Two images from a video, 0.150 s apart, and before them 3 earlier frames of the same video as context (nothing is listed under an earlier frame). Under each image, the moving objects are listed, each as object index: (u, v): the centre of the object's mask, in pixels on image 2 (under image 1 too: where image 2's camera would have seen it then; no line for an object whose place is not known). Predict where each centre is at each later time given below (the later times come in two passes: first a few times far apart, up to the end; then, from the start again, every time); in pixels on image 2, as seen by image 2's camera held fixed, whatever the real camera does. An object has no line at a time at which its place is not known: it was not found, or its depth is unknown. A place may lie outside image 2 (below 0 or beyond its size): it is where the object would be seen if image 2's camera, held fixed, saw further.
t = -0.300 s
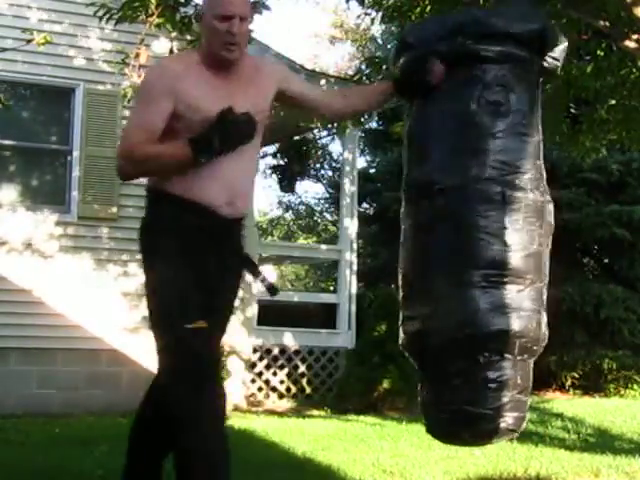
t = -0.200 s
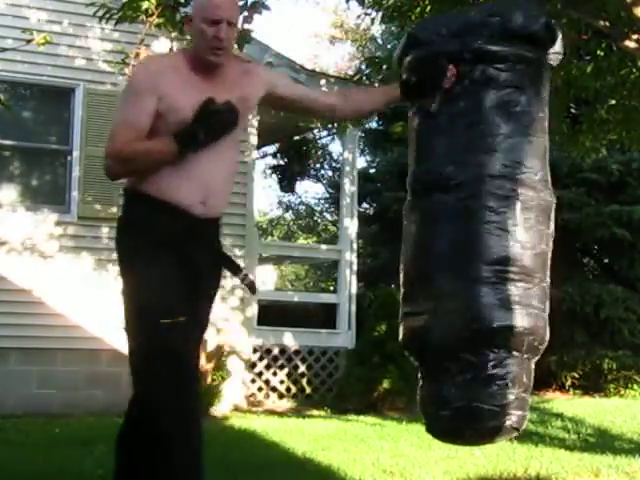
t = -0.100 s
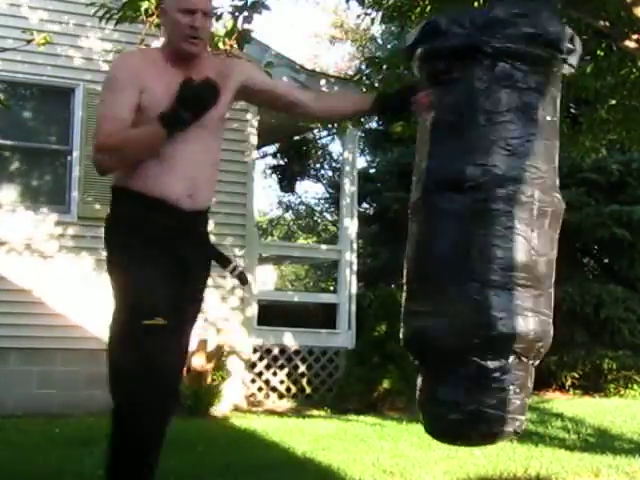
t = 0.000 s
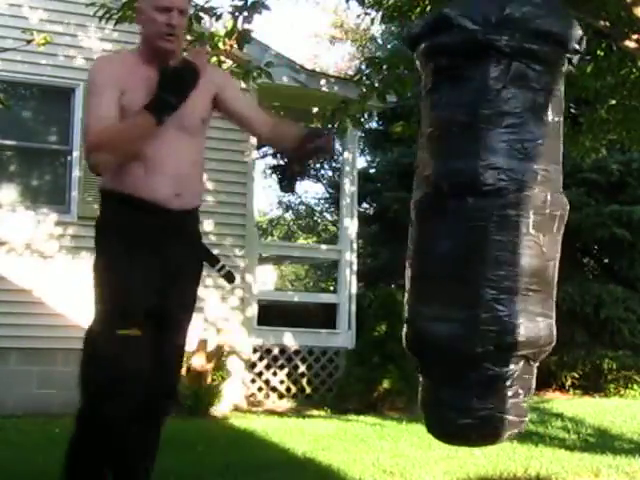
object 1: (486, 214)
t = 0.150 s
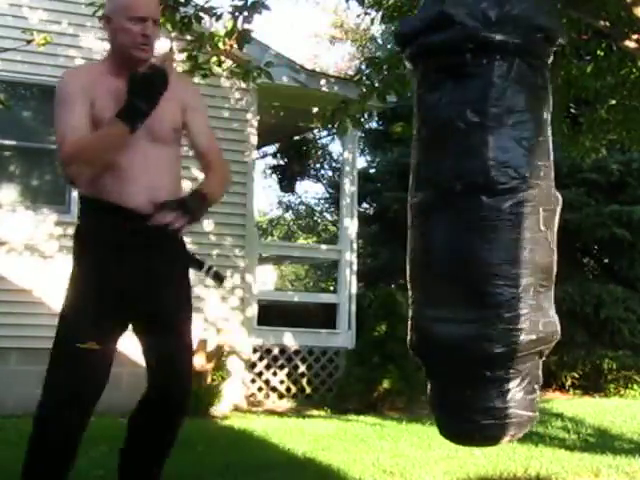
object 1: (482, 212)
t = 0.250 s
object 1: (481, 216)
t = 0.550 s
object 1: (490, 217)
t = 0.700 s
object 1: (484, 213)
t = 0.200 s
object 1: (481, 213)
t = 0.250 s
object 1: (481, 216)
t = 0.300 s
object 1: (482, 221)
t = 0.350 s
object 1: (486, 220)
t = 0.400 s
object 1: (488, 221)
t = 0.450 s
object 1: (489, 220)
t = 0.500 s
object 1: (490, 219)
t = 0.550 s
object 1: (490, 217)
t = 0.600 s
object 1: (489, 214)
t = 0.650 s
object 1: (486, 212)
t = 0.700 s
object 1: (484, 213)
